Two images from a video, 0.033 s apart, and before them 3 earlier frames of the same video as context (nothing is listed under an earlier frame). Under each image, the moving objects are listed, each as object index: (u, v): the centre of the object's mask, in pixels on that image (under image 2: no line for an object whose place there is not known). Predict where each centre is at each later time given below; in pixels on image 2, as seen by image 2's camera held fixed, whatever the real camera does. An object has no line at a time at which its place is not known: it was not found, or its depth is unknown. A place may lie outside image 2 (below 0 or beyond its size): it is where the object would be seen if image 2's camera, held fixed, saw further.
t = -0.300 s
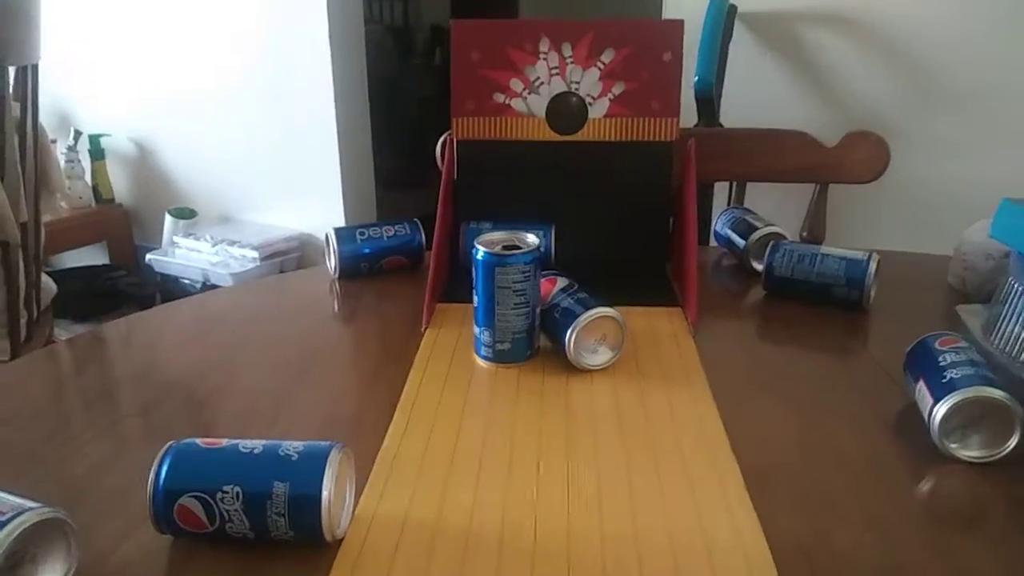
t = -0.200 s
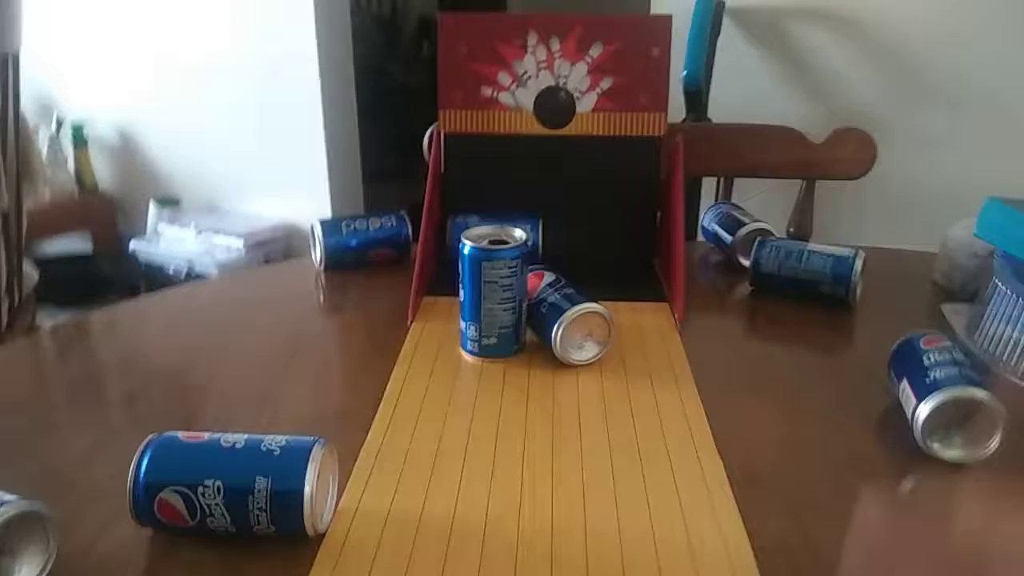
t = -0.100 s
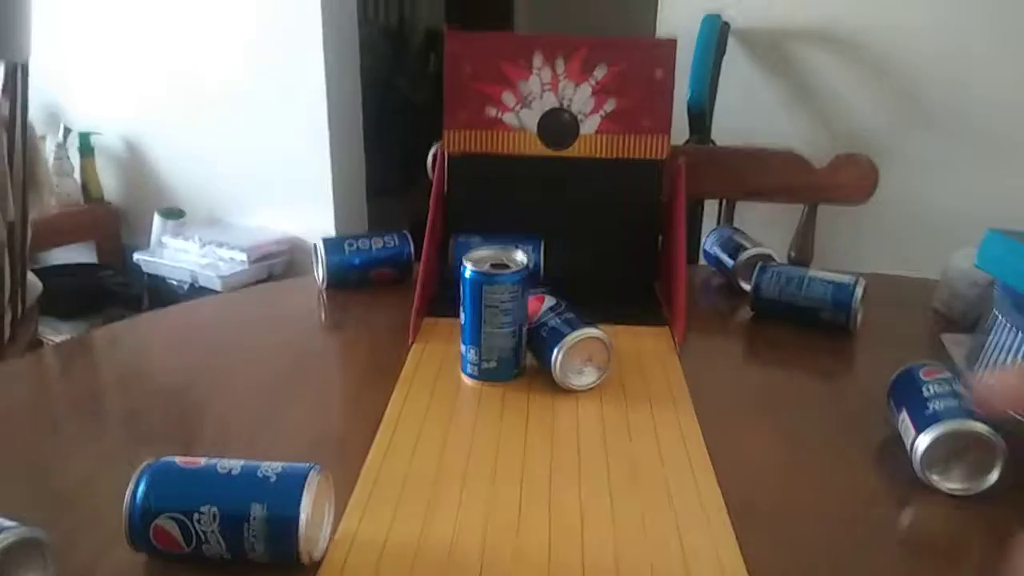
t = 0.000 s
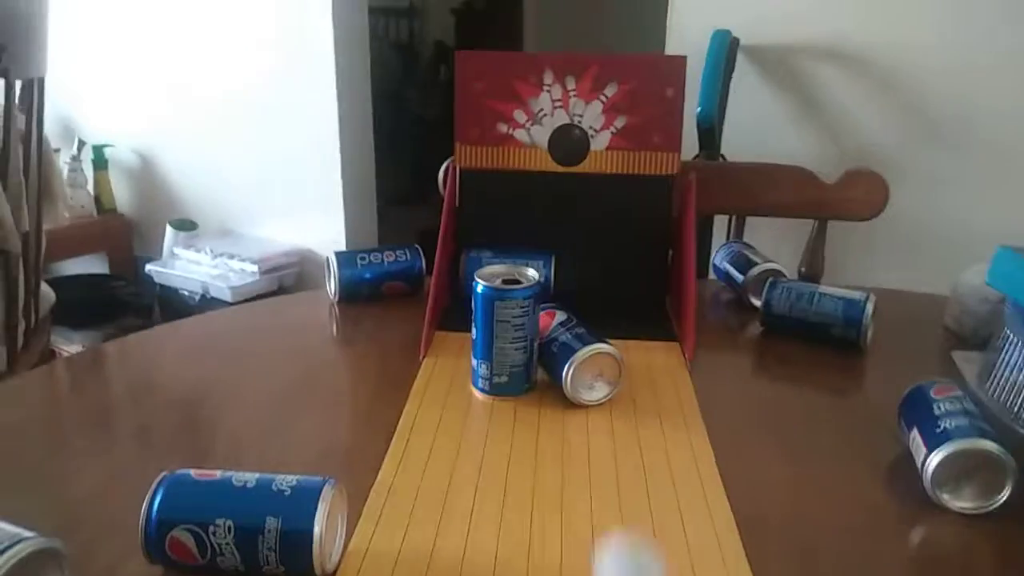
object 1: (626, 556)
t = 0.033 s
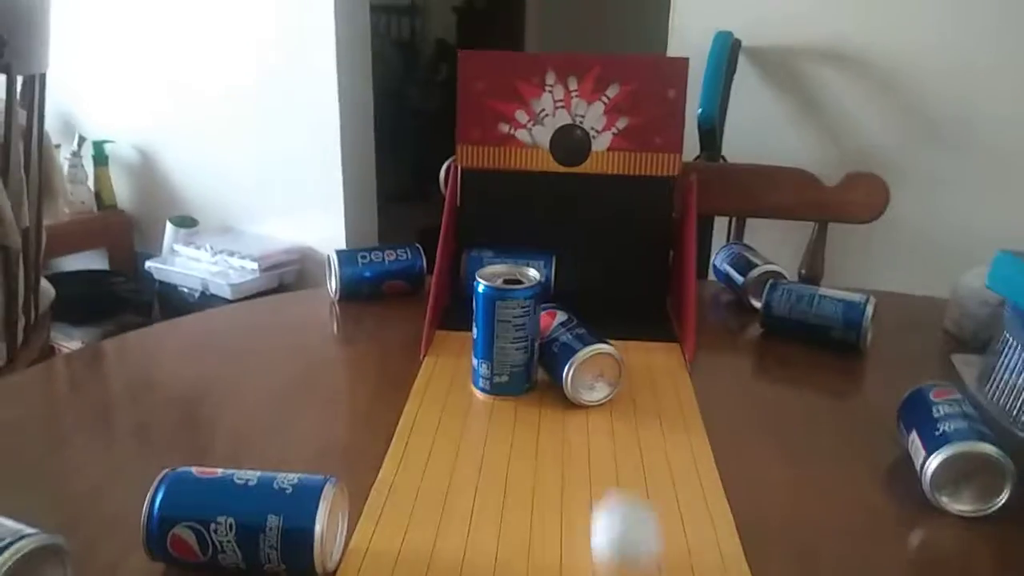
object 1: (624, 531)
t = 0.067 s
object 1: (620, 497)
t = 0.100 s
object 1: (617, 465)
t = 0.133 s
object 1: (614, 436)
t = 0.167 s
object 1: (612, 408)
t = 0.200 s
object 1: (610, 386)
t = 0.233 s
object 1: (612, 371)
